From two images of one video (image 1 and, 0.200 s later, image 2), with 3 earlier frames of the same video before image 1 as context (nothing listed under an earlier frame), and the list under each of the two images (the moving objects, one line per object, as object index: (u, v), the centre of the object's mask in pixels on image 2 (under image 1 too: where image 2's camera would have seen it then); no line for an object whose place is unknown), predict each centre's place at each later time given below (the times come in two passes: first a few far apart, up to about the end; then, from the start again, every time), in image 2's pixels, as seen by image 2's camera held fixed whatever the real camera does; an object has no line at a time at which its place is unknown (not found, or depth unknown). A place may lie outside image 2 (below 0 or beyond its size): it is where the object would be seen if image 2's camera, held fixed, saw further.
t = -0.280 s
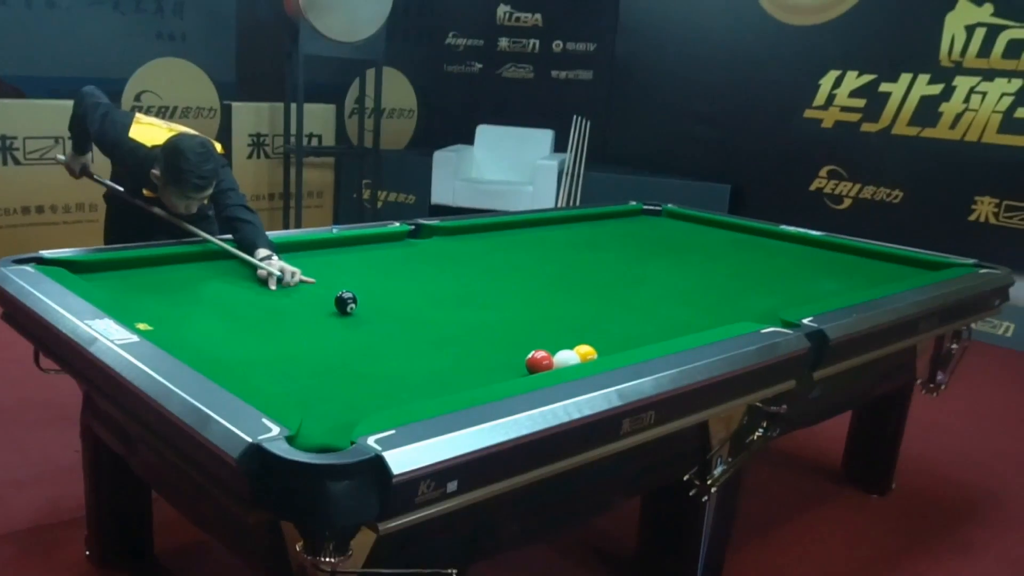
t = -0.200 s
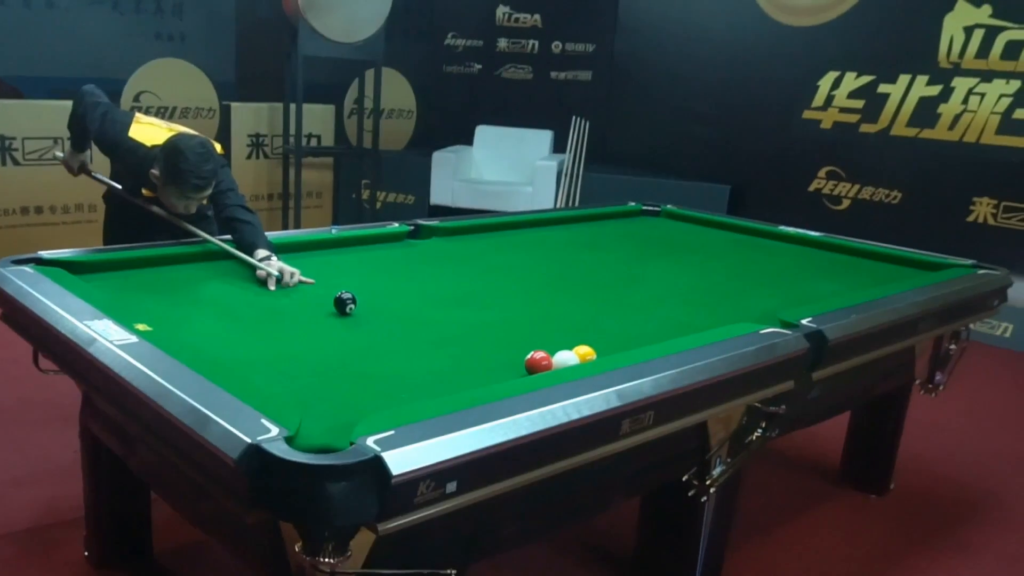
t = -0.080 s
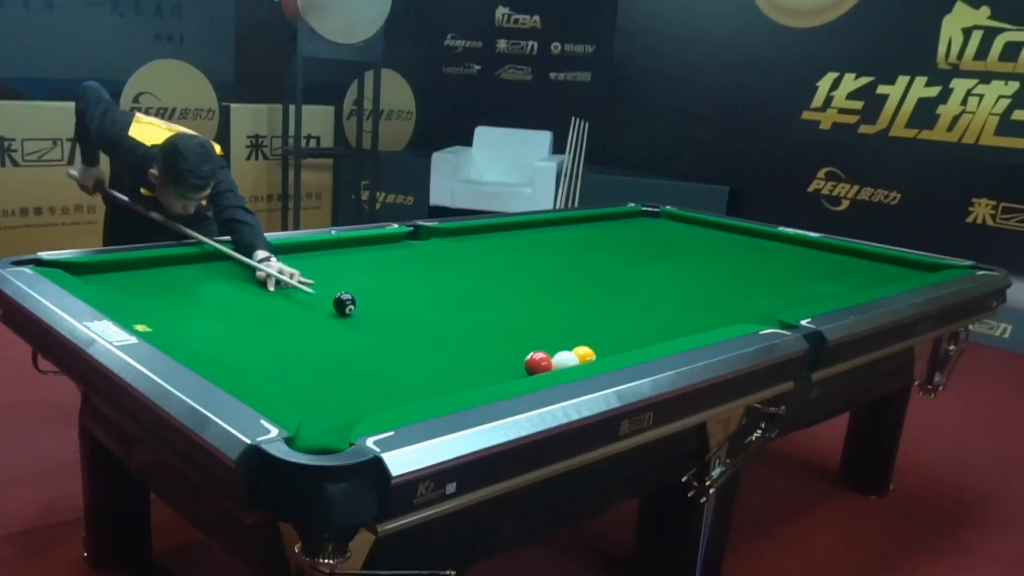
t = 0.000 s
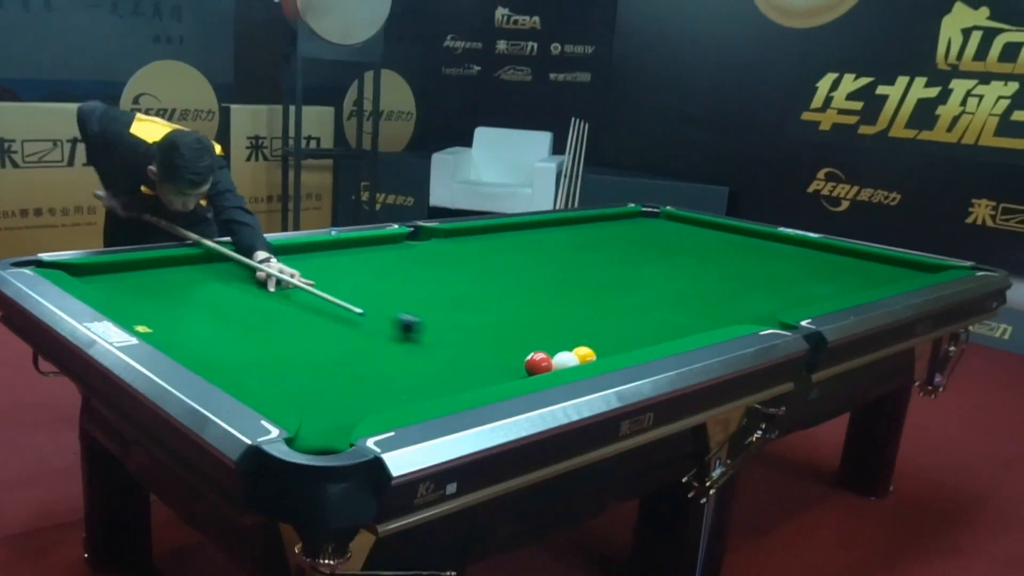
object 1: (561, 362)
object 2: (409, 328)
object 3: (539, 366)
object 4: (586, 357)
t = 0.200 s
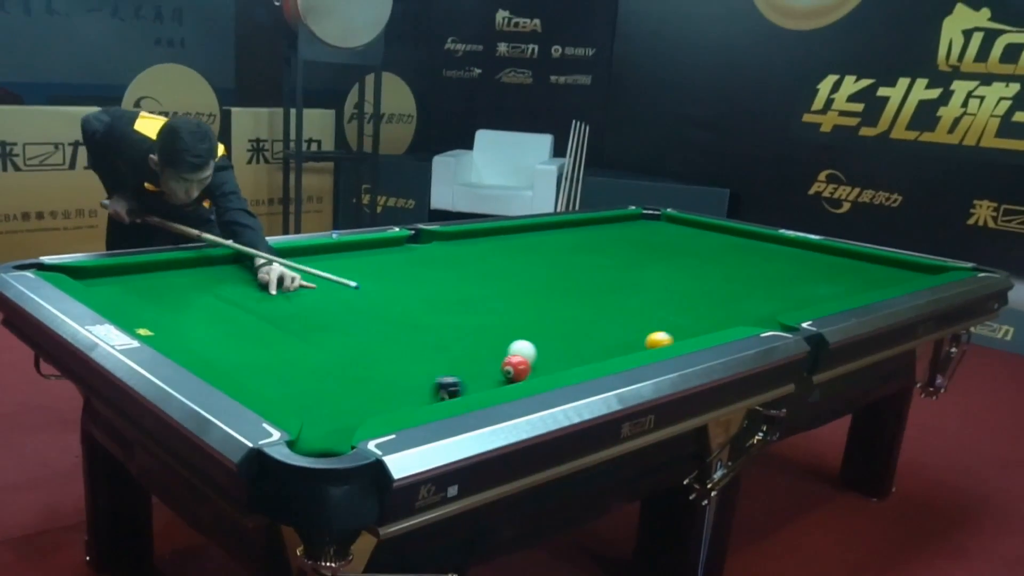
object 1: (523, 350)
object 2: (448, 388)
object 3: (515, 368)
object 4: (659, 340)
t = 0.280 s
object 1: (492, 341)
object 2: (374, 392)
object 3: (489, 363)
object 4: (696, 331)
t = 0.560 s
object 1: (400, 316)
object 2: (304, 358)
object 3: (403, 344)
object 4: (793, 307)
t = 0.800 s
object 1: (334, 295)
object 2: (321, 319)
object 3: (337, 330)
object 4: (857, 291)
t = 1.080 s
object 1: (267, 276)
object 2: (340, 287)
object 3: (268, 315)
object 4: (917, 276)
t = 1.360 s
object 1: (218, 261)
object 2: (352, 262)
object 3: (208, 302)
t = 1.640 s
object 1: (241, 274)
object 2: (373, 247)
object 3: (154, 290)
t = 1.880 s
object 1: (261, 285)
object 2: (438, 249)
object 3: (112, 280)
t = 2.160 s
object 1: (285, 299)
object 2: (510, 253)
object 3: (70, 271)
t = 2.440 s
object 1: (310, 314)
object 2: (579, 256)
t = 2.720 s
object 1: (337, 330)
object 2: (647, 259)
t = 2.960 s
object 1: (360, 344)
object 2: (701, 262)
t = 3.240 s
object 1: (390, 362)
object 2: (763, 265)
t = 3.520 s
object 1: (421, 380)
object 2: (821, 267)
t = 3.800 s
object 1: (449, 392)
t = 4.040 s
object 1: (426, 389)
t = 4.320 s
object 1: (403, 381)
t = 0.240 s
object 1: (508, 345)
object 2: (410, 391)
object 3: (502, 366)
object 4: (678, 335)
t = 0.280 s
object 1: (492, 341)
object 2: (374, 392)
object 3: (489, 363)
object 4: (696, 331)
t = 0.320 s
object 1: (477, 338)
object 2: (338, 394)
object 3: (476, 360)
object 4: (712, 327)
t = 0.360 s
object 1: (463, 334)
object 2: (304, 394)
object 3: (463, 357)
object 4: (728, 323)
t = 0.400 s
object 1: (450, 330)
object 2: (275, 389)
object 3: (451, 354)
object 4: (742, 320)
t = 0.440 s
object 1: (437, 326)
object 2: (284, 384)
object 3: (439, 351)
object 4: (756, 319)
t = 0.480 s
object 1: (424, 323)
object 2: (292, 375)
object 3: (426, 349)
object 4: (769, 317)
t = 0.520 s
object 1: (412, 319)
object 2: (299, 367)
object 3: (415, 347)
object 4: (780, 311)
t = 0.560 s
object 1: (400, 316)
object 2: (304, 358)
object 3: (403, 344)
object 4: (793, 307)
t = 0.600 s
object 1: (388, 312)
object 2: (308, 351)
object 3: (392, 341)
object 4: (805, 305)
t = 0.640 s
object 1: (376, 309)
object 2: (311, 344)
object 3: (381, 339)
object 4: (816, 302)
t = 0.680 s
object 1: (365, 305)
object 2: (315, 338)
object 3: (369, 337)
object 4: (827, 299)
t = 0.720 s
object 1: (354, 302)
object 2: (317, 332)
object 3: (358, 335)
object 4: (837, 296)
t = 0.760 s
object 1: (344, 299)
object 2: (320, 326)
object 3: (348, 332)
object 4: (847, 294)
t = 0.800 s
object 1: (334, 295)
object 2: (321, 319)
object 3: (337, 330)
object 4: (857, 291)
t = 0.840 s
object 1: (323, 292)
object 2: (326, 310)
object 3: (327, 328)
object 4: (866, 289)
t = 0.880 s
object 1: (313, 289)
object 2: (330, 309)
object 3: (317, 326)
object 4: (875, 287)
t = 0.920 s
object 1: (304, 287)
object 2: (331, 305)
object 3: (306, 324)
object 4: (884, 285)
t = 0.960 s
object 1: (294, 284)
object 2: (333, 300)
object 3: (297, 322)
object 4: (893, 282)
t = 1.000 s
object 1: (285, 281)
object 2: (336, 296)
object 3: (288, 319)
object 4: (901, 280)
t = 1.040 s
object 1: (276, 278)
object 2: (338, 291)
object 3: (278, 317)
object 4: (909, 278)
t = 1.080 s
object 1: (267, 276)
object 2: (340, 287)
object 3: (268, 315)
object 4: (917, 276)
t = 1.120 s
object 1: (259, 273)
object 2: (342, 283)
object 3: (259, 313)
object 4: (924, 274)
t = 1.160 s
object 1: (251, 270)
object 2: (344, 279)
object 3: (250, 311)
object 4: (932, 272)
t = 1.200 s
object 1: (243, 268)
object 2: (345, 275)
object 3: (241, 310)
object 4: (939, 271)
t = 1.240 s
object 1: (234, 265)
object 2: (347, 272)
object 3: (232, 307)
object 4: (946, 269)
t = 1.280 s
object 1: (226, 263)
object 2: (349, 269)
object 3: (224, 306)
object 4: (954, 269)
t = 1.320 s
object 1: (219, 261)
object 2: (350, 265)
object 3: (216, 304)
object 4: (960, 269)
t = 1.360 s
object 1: (218, 261)
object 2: (352, 262)
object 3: (208, 302)
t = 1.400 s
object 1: (222, 263)
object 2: (354, 259)
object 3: (200, 300)
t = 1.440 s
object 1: (225, 265)
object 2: (355, 256)
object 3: (191, 298)
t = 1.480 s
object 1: (228, 266)
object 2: (356, 253)
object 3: (183, 297)
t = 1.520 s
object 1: (232, 268)
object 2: (358, 250)
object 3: (176, 295)
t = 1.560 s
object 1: (235, 270)
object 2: (359, 248)
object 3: (168, 293)
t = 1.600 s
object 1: (238, 272)
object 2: (360, 246)
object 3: (161, 292)
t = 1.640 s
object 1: (241, 274)
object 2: (373, 247)
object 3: (154, 290)
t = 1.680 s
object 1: (244, 276)
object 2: (383, 247)
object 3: (146, 289)
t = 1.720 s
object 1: (248, 278)
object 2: (396, 247)
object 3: (139, 287)
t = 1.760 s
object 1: (251, 280)
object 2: (406, 248)
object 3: (132, 285)
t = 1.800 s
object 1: (254, 281)
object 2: (416, 248)
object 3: (125, 284)
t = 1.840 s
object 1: (258, 283)
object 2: (427, 248)
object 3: (119, 282)
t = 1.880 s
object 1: (261, 285)
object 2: (438, 249)
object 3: (112, 280)
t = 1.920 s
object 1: (264, 287)
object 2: (449, 250)
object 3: (106, 279)
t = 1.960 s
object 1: (268, 289)
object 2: (459, 250)
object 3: (99, 278)
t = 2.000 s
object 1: (271, 291)
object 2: (469, 251)
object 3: (93, 276)
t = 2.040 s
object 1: (275, 293)
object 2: (480, 251)
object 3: (87, 275)
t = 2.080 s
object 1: (278, 295)
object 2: (490, 252)
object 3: (81, 273)
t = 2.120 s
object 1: (282, 297)
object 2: (500, 252)
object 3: (76, 271)
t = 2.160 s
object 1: (285, 299)
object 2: (510, 253)
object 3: (70, 271)
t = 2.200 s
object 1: (289, 301)
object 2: (521, 253)
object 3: (65, 270)
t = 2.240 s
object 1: (292, 304)
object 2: (530, 254)
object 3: (60, 270)
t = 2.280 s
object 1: (296, 306)
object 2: (540, 255)
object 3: (56, 270)
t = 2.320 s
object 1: (299, 308)
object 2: (550, 255)
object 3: (53, 270)
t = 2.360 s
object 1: (303, 310)
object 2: (560, 255)
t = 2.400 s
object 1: (307, 312)
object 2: (570, 256)
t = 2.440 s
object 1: (310, 314)
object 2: (579, 256)
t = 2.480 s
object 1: (314, 317)
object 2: (589, 257)
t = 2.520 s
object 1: (318, 319)
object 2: (599, 257)
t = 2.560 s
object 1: (321, 321)
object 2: (609, 257)
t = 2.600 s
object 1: (325, 323)
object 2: (618, 258)
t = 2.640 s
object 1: (329, 325)
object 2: (628, 258)
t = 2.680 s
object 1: (333, 328)
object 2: (637, 259)
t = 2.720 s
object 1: (337, 330)
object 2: (647, 259)
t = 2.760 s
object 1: (340, 332)
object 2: (656, 260)
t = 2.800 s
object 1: (344, 335)
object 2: (665, 260)
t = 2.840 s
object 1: (348, 337)
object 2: (675, 260)
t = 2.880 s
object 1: (352, 339)
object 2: (682, 260)
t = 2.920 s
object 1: (356, 342)
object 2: (693, 261)
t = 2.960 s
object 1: (360, 344)
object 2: (701, 262)
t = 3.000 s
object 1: (364, 347)
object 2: (710, 262)
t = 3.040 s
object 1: (368, 349)
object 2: (719, 263)
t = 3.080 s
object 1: (373, 352)
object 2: (727, 263)
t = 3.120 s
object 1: (377, 354)
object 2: (737, 263)
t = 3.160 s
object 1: (381, 357)
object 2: (745, 264)
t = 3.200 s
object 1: (385, 359)
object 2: (754, 264)
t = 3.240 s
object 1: (390, 362)
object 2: (763, 265)
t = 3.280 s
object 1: (394, 365)
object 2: (770, 265)
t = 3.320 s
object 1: (399, 367)
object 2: (779, 265)
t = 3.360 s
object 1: (403, 370)
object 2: (788, 266)
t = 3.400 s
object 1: (407, 372)
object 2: (796, 266)
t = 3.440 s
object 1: (412, 375)
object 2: (804, 267)
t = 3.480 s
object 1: (416, 378)
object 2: (813, 267)
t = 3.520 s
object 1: (421, 380)
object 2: (821, 267)
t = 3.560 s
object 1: (425, 383)
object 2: (829, 267)
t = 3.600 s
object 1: (430, 386)
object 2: (838, 268)
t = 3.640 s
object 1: (434, 388)
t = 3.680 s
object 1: (439, 389)
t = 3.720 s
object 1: (443, 391)
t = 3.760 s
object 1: (447, 392)
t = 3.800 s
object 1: (449, 392)
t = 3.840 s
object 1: (445, 392)
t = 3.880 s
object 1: (441, 391)
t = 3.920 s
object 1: (437, 391)
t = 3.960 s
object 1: (433, 391)
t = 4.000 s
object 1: (430, 390)
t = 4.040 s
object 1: (426, 389)
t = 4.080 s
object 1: (423, 388)
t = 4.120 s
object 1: (419, 387)
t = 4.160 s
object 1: (416, 386)
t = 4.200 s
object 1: (413, 384)
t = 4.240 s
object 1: (409, 383)
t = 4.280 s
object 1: (406, 382)
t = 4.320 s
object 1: (403, 381)
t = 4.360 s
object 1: (400, 380)
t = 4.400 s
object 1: (396, 378)
